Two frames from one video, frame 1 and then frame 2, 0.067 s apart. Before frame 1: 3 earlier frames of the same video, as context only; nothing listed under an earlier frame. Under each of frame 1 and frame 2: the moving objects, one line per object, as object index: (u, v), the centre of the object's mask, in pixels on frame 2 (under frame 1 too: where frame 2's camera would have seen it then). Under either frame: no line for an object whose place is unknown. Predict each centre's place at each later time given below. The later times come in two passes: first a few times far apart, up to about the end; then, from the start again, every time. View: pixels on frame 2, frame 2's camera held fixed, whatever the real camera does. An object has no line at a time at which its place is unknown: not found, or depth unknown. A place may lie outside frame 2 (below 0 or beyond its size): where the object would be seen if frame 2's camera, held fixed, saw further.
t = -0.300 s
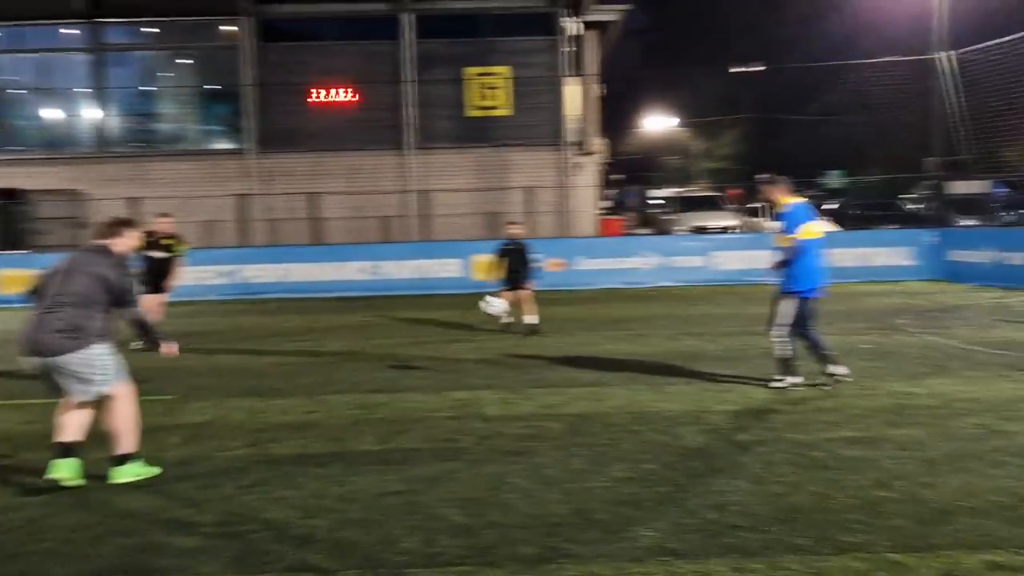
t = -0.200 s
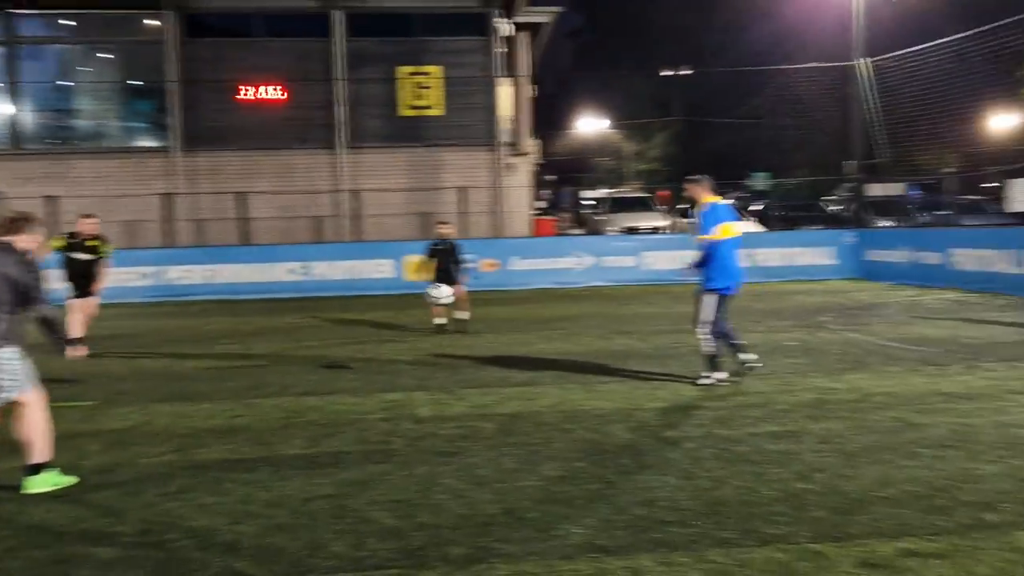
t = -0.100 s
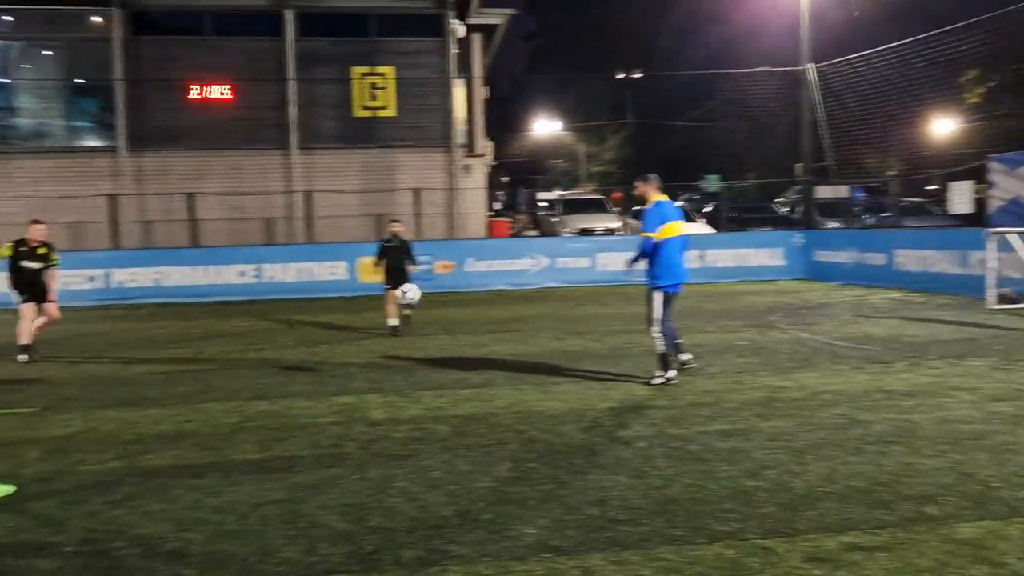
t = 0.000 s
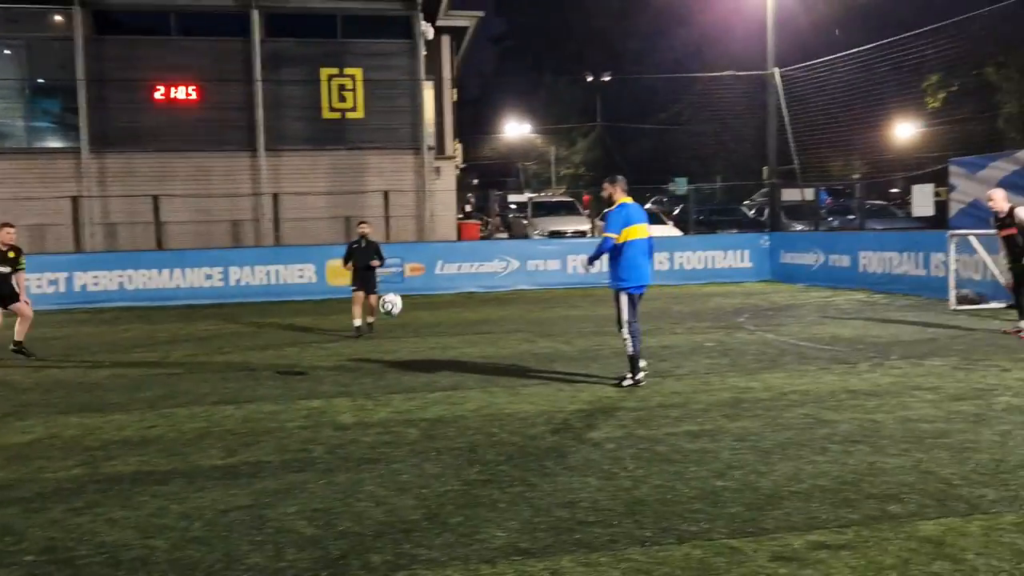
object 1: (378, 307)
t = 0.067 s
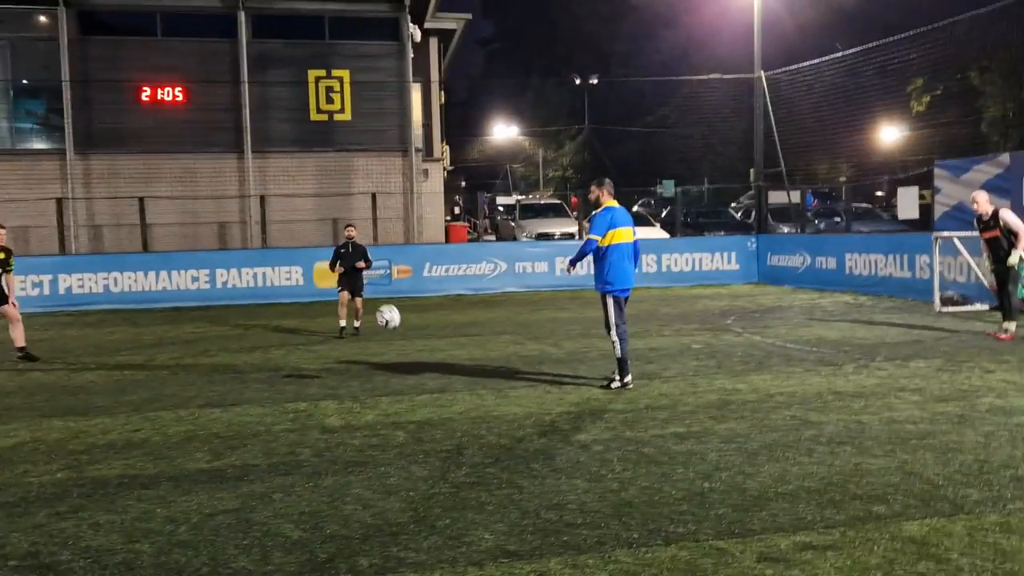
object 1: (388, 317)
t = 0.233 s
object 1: (413, 362)
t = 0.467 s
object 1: (458, 333)
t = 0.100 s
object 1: (393, 324)
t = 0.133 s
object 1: (398, 332)
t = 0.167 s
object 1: (404, 341)
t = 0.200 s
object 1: (408, 351)
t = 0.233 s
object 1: (413, 362)
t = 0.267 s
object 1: (419, 369)
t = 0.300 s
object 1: (425, 361)
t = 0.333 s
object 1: (431, 353)
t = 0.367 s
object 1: (438, 346)
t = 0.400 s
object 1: (445, 341)
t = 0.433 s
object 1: (451, 336)
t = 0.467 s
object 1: (458, 333)
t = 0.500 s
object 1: (464, 331)
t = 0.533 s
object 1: (471, 329)
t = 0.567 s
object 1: (478, 329)
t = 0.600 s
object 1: (484, 330)
